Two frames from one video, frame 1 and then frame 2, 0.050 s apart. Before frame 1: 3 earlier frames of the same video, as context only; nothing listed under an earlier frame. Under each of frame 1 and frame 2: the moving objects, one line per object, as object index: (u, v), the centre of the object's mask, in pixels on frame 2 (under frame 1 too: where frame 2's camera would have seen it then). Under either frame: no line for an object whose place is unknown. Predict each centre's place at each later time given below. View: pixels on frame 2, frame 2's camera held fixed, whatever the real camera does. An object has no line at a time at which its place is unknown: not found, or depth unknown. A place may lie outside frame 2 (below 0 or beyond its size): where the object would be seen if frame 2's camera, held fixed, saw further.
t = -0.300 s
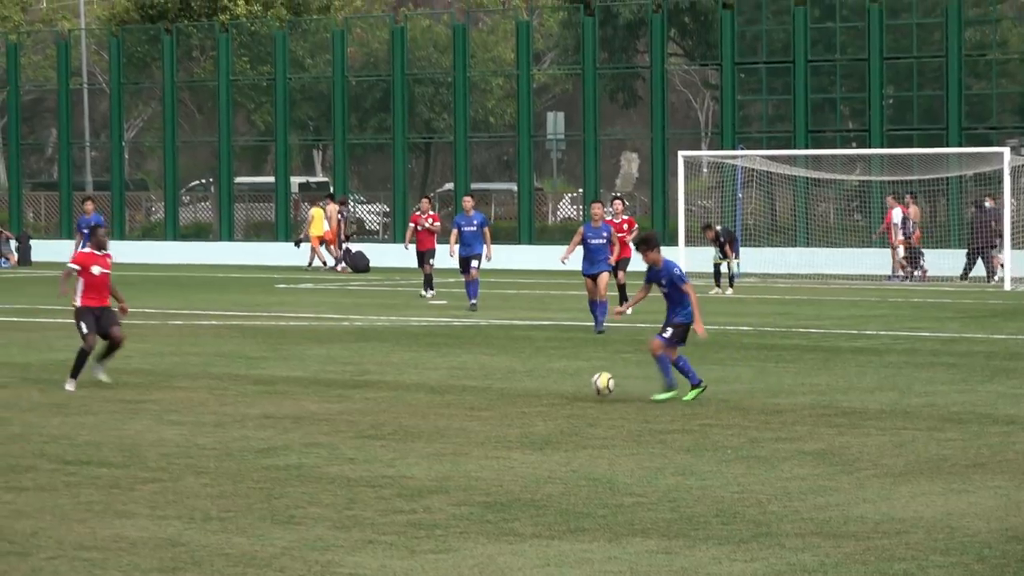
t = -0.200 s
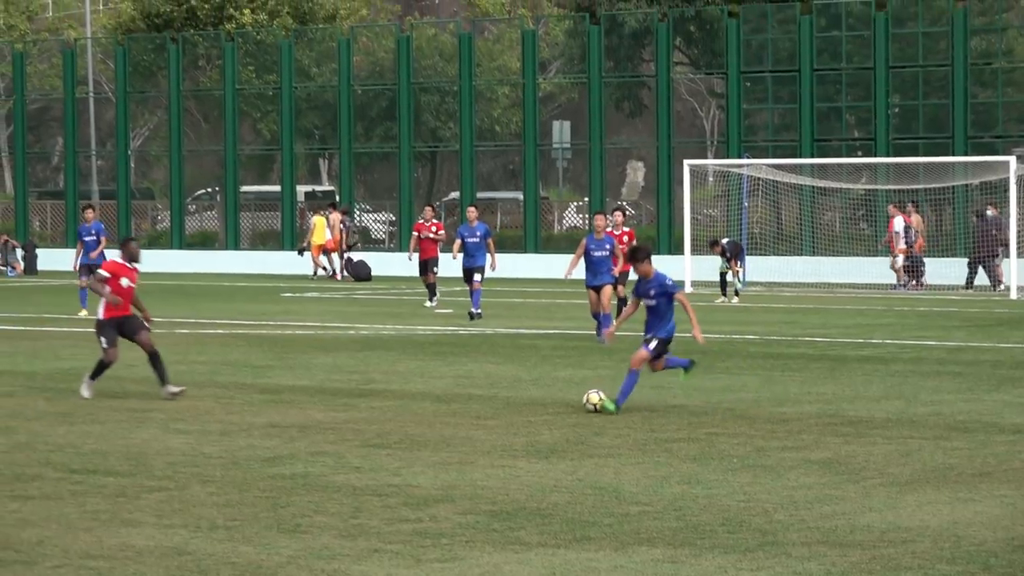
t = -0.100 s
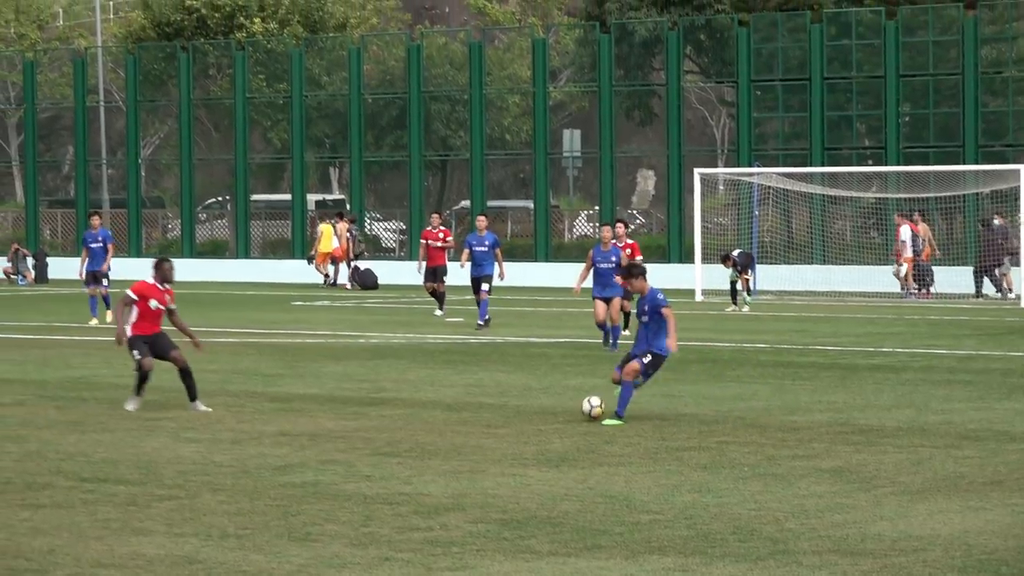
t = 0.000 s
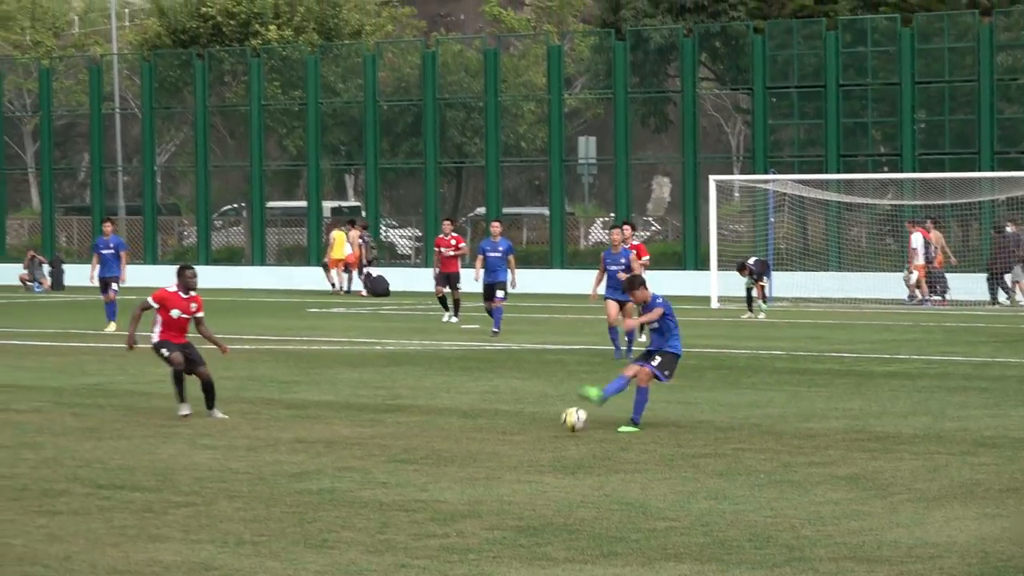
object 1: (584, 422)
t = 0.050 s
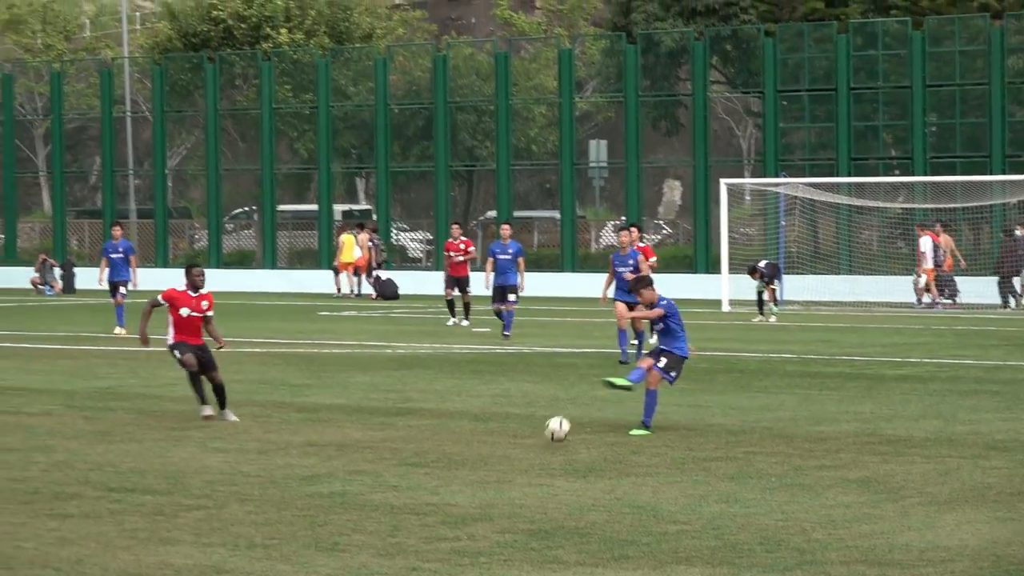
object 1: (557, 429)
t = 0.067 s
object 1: (549, 431)
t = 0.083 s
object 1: (538, 435)
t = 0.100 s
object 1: (531, 439)
